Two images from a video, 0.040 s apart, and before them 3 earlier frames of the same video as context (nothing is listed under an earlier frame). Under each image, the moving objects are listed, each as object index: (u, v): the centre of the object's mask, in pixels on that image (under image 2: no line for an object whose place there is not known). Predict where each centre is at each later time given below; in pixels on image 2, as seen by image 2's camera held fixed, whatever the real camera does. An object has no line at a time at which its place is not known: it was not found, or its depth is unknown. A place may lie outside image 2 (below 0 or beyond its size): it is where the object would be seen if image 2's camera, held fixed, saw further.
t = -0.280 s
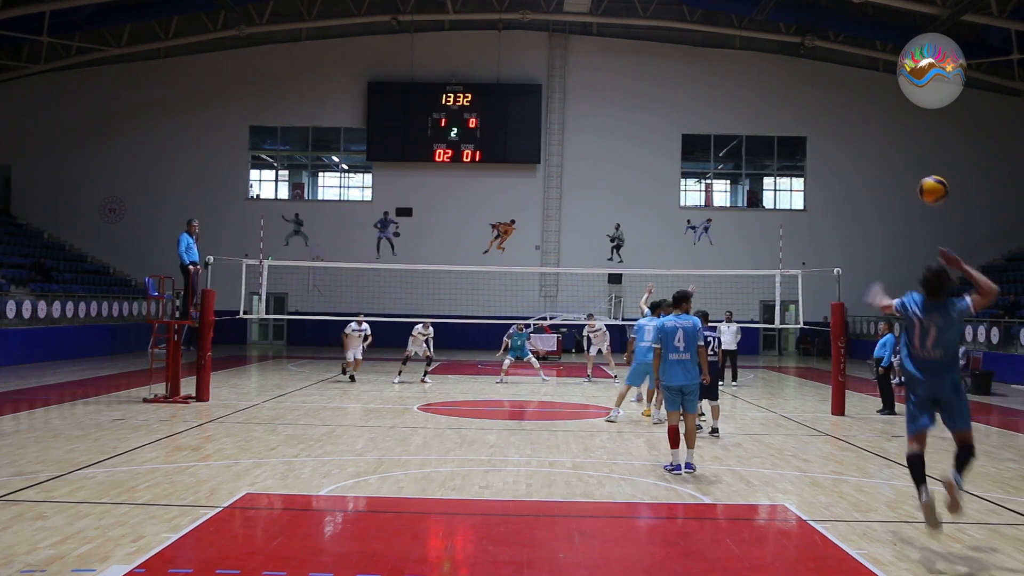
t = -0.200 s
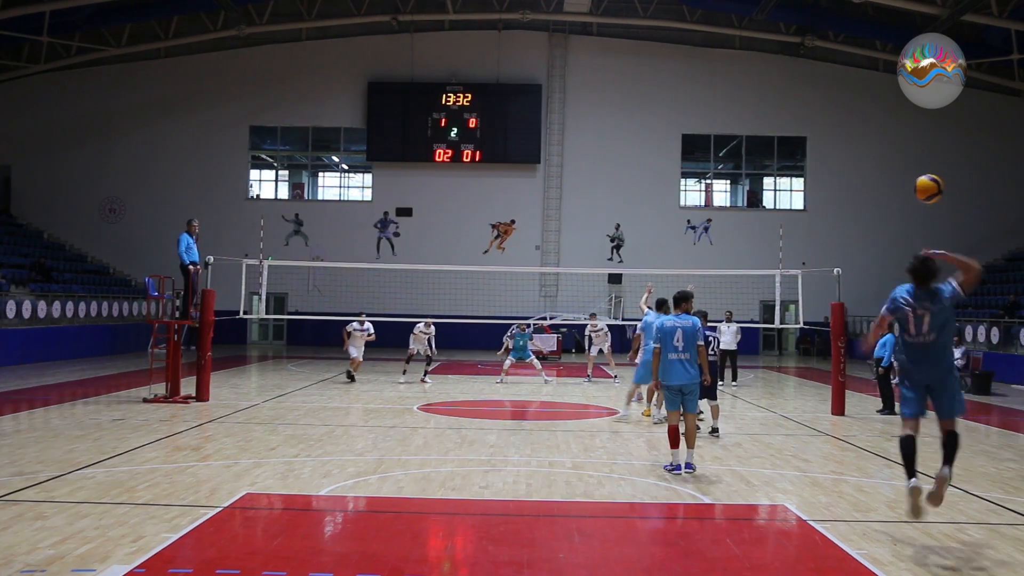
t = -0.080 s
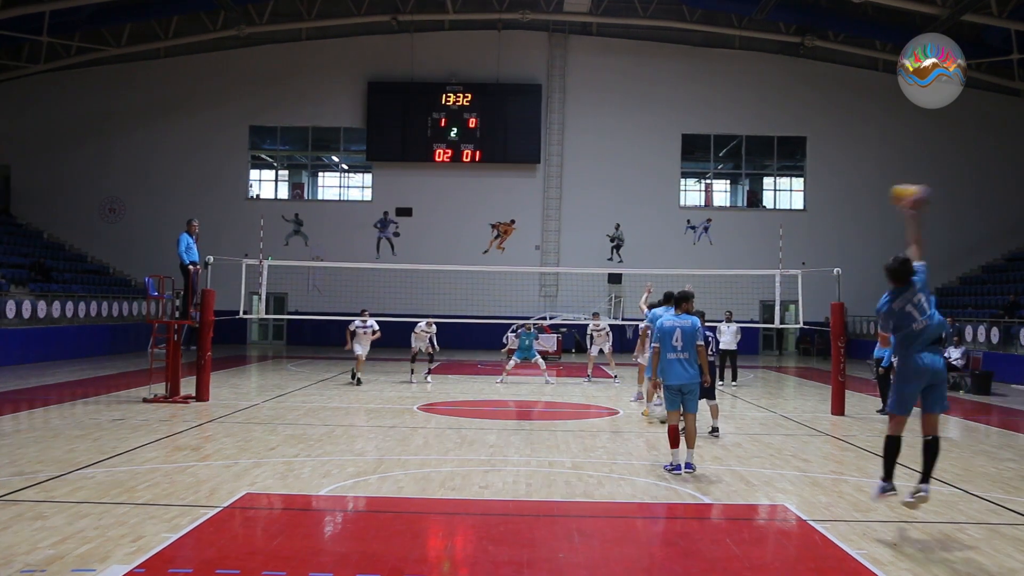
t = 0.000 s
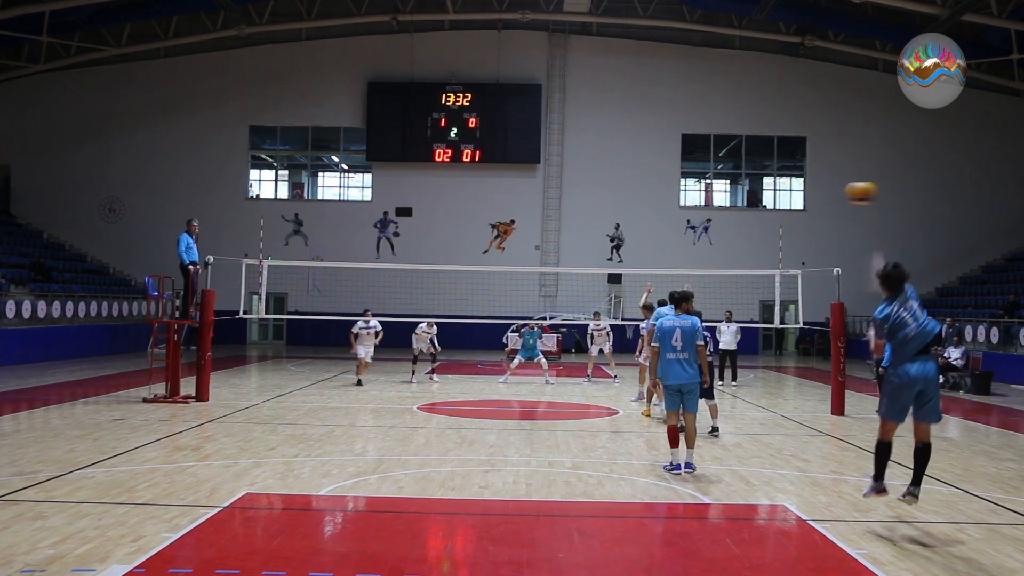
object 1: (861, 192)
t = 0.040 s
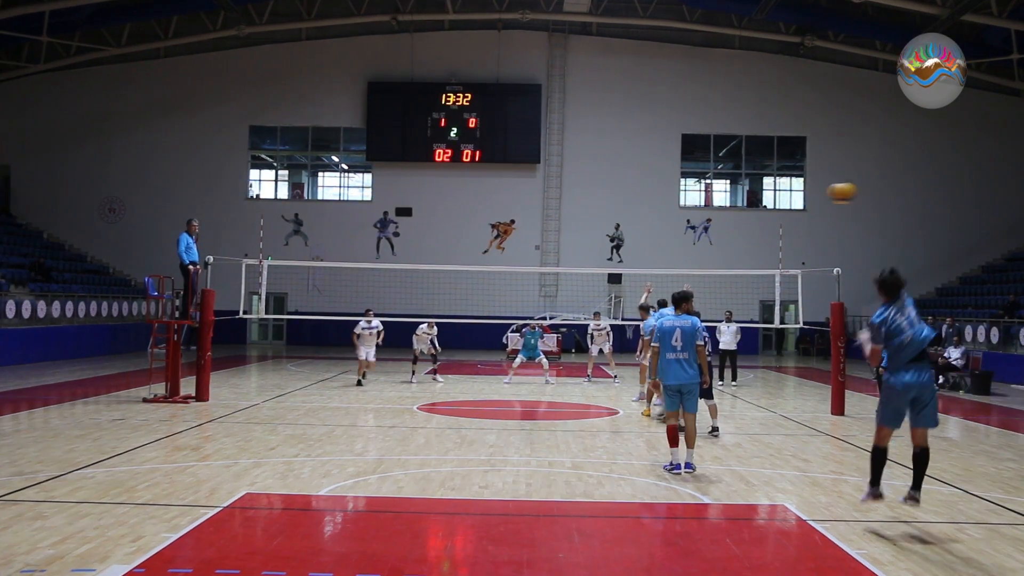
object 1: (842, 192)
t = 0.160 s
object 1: (798, 200)
